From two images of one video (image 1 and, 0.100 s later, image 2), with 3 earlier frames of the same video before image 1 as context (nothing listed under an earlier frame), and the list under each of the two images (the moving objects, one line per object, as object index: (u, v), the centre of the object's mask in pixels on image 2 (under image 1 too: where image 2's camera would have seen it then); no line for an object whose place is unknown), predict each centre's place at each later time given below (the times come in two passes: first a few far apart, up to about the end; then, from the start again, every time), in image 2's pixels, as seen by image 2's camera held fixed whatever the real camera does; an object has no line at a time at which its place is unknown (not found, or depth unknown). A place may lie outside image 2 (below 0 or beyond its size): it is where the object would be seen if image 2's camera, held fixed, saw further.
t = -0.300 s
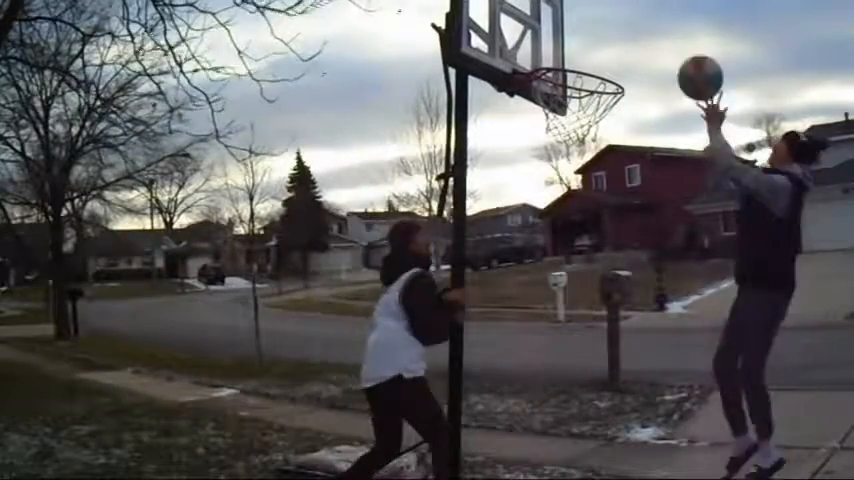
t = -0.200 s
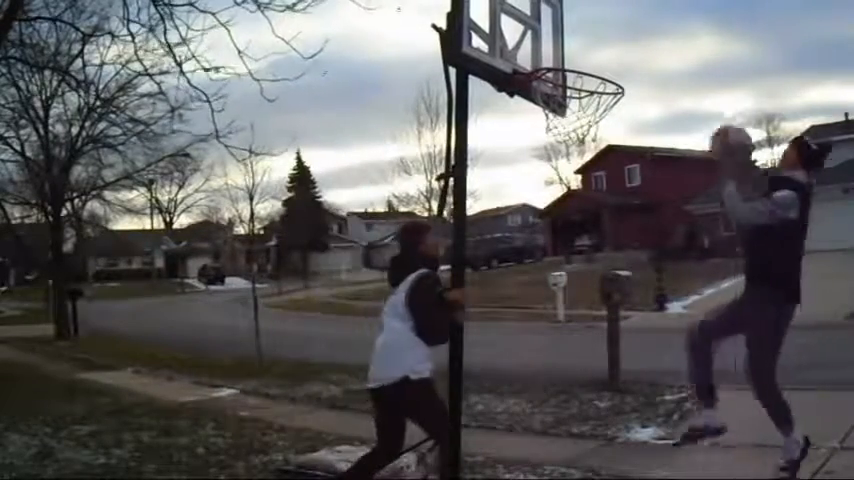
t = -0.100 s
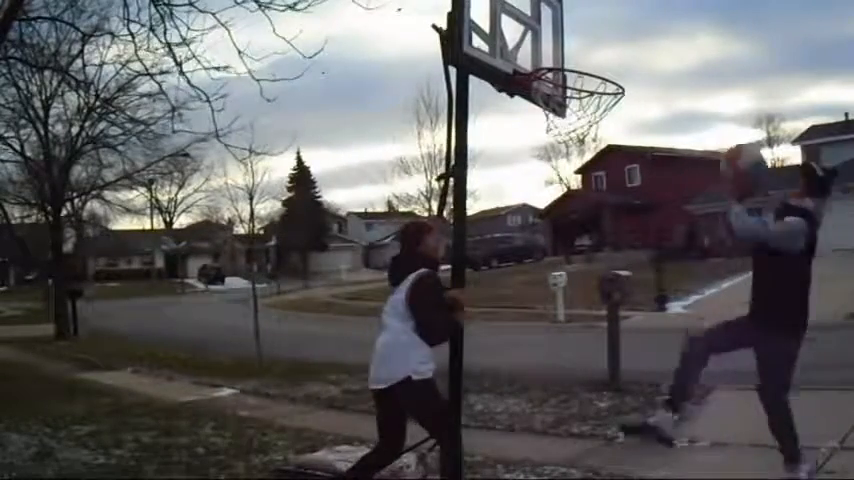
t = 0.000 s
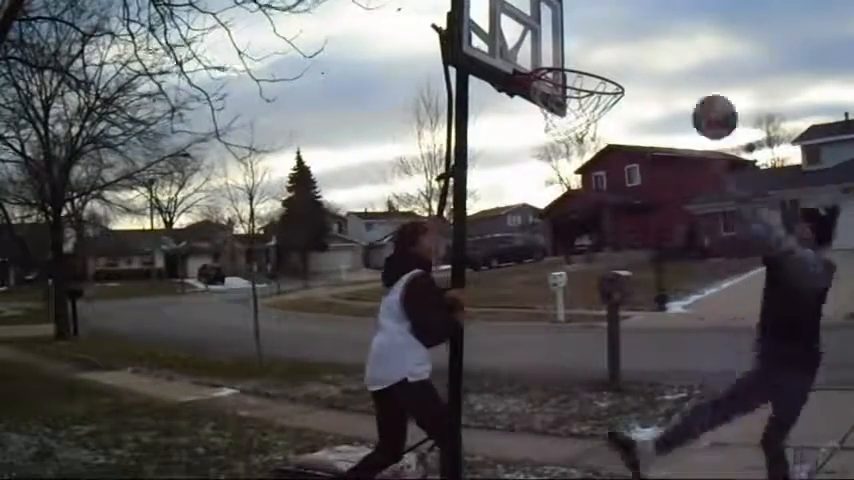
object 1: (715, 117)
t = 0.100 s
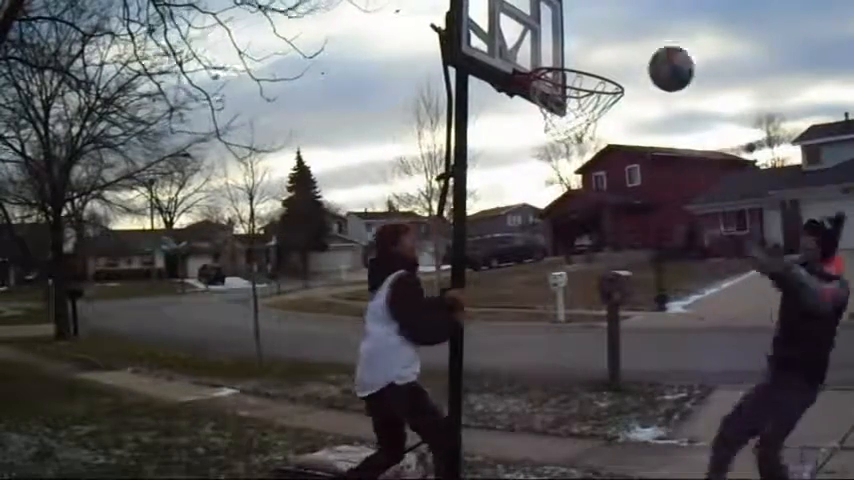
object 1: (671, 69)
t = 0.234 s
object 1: (615, 33)
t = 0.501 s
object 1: (524, 53)
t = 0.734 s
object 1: (551, 45)
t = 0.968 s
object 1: (590, 76)
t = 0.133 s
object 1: (656, 56)
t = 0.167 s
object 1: (642, 46)
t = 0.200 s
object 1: (629, 38)
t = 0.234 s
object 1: (615, 33)
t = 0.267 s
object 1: (602, 30)
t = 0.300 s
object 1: (589, 28)
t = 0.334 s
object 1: (575, 28)
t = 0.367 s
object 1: (563, 30)
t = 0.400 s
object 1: (551, 35)
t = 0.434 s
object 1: (539, 41)
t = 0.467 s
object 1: (524, 54)
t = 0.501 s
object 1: (524, 53)
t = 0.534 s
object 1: (529, 46)
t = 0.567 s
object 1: (532, 45)
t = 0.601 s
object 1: (535, 45)
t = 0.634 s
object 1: (538, 44)
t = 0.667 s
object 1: (541, 43)
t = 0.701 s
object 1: (546, 45)
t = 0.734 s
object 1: (551, 45)
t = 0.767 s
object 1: (556, 43)
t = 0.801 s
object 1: (560, 43)
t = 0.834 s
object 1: (567, 45)
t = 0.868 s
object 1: (572, 49)
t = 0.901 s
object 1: (578, 55)
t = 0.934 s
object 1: (584, 64)
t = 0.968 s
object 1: (590, 76)
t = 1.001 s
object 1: (596, 90)
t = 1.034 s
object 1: (604, 106)
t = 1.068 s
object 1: (610, 125)
